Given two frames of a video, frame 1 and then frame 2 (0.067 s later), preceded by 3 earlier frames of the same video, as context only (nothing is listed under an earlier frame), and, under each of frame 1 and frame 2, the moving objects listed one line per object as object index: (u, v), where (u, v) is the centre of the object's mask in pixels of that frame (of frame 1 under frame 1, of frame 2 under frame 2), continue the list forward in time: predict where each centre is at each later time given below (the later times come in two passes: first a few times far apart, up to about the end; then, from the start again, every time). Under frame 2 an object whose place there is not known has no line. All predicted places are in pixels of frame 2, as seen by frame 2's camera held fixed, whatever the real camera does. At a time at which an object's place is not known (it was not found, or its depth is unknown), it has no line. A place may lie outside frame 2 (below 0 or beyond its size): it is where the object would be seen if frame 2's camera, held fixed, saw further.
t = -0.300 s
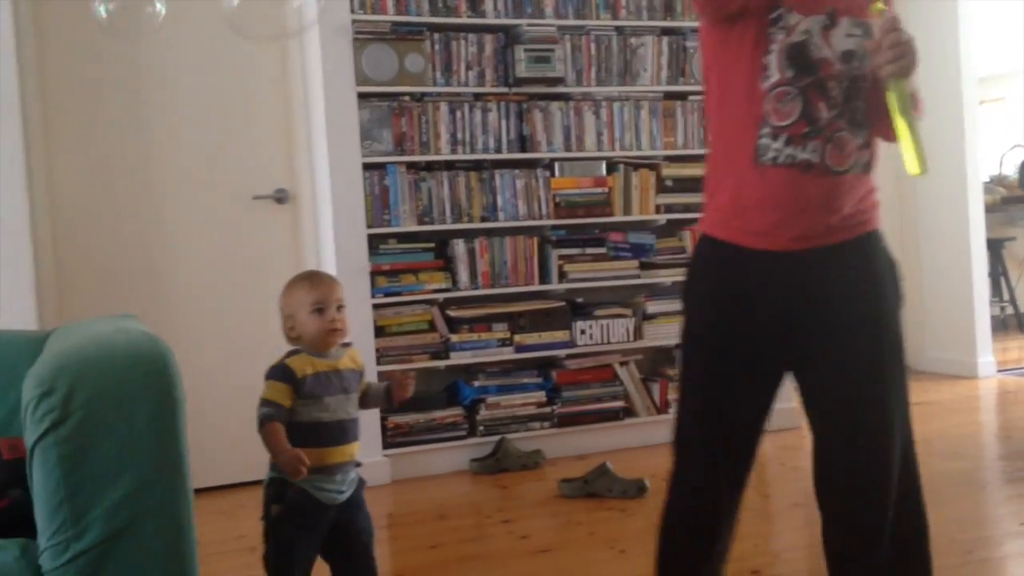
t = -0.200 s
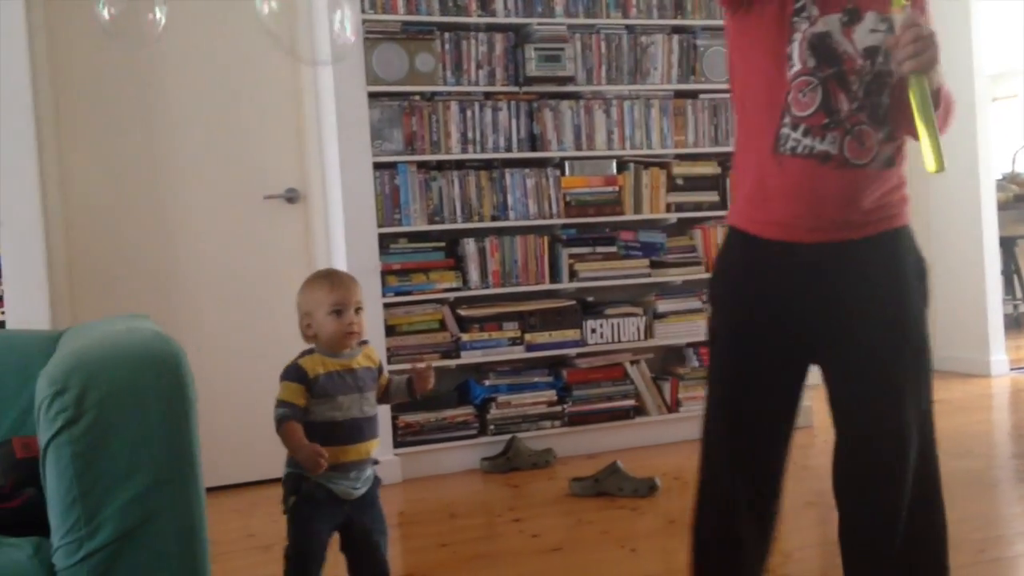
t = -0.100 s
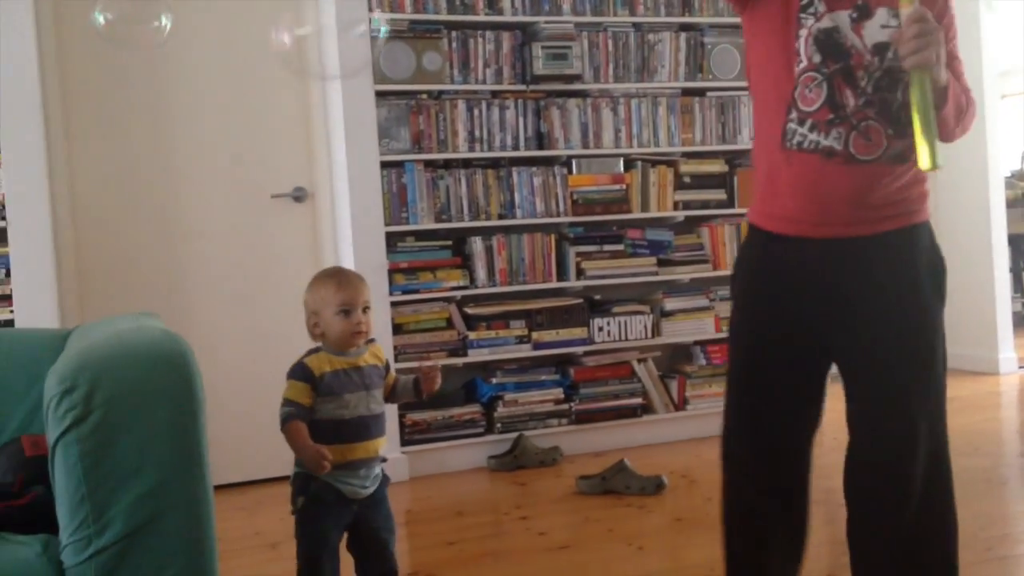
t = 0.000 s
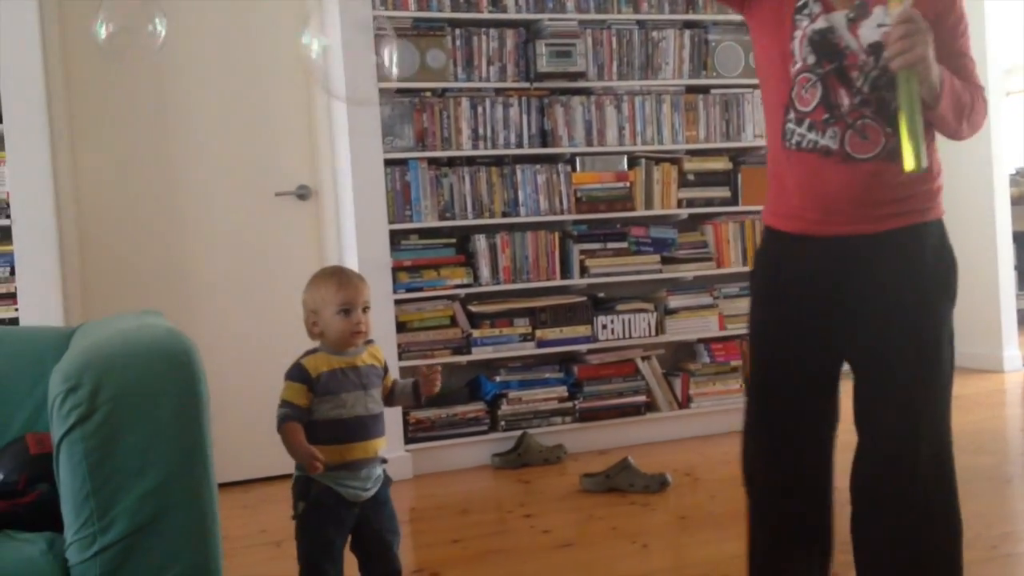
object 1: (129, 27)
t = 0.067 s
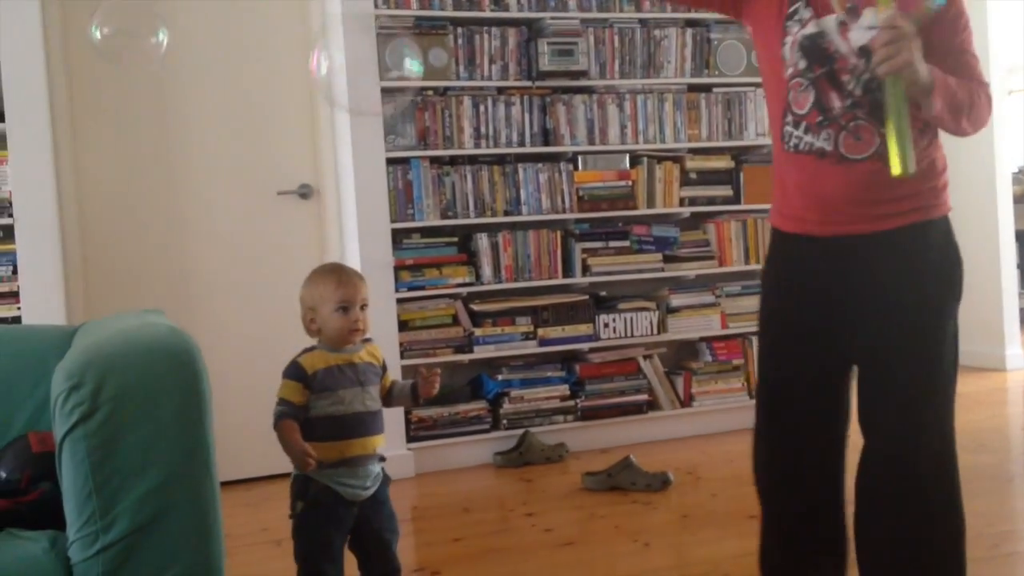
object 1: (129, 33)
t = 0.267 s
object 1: (124, 66)
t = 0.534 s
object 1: (129, 114)
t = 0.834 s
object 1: (144, 168)
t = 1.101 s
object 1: (160, 221)
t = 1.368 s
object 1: (177, 268)
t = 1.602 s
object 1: (194, 302)
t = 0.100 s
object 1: (128, 37)
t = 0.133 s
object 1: (127, 40)
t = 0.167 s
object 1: (126, 43)
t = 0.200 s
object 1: (124, 54)
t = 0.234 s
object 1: (124, 60)
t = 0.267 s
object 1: (124, 66)
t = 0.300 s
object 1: (125, 69)
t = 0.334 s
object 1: (124, 77)
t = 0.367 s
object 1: (124, 81)
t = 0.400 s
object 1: (125, 87)
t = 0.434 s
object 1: (126, 93)
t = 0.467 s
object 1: (126, 98)
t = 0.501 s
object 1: (128, 106)
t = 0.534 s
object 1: (129, 114)
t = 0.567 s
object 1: (130, 119)
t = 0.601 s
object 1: (132, 126)
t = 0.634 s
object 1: (133, 130)
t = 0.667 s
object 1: (134, 138)
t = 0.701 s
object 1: (136, 144)
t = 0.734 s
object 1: (138, 152)
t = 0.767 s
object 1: (141, 160)
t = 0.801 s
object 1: (143, 166)
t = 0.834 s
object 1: (144, 168)
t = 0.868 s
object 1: (146, 179)
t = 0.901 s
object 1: (149, 184)
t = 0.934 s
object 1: (150, 188)
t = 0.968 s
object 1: (153, 197)
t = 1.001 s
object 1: (153, 202)
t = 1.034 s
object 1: (156, 209)
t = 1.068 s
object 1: (159, 215)
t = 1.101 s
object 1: (160, 221)
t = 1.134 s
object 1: (163, 228)
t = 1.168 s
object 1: (165, 231)
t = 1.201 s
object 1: (166, 237)
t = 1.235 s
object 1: (169, 242)
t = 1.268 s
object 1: (170, 251)
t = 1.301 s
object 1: (173, 259)
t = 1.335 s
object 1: (174, 263)
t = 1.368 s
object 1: (177, 268)
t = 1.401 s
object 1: (180, 275)
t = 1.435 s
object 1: (181, 280)
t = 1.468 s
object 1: (184, 286)
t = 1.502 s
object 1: (186, 293)
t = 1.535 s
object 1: (189, 298)
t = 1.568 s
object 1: (191, 300)
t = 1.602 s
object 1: (194, 302)
